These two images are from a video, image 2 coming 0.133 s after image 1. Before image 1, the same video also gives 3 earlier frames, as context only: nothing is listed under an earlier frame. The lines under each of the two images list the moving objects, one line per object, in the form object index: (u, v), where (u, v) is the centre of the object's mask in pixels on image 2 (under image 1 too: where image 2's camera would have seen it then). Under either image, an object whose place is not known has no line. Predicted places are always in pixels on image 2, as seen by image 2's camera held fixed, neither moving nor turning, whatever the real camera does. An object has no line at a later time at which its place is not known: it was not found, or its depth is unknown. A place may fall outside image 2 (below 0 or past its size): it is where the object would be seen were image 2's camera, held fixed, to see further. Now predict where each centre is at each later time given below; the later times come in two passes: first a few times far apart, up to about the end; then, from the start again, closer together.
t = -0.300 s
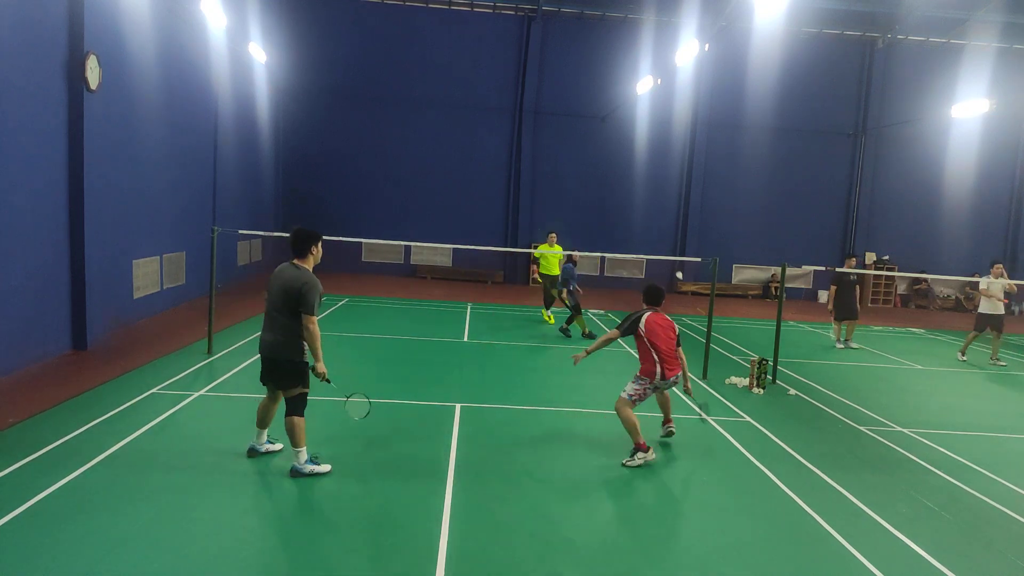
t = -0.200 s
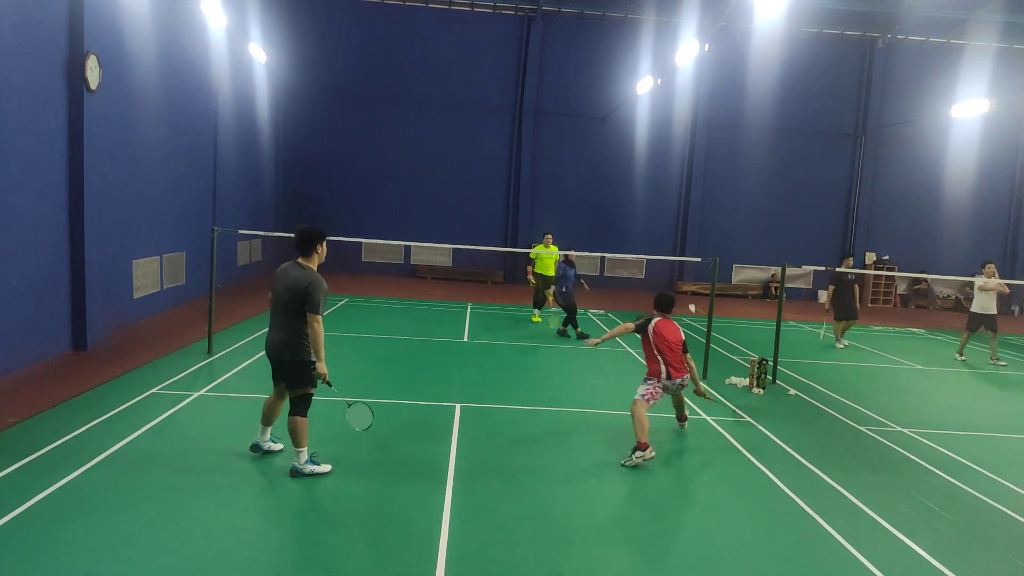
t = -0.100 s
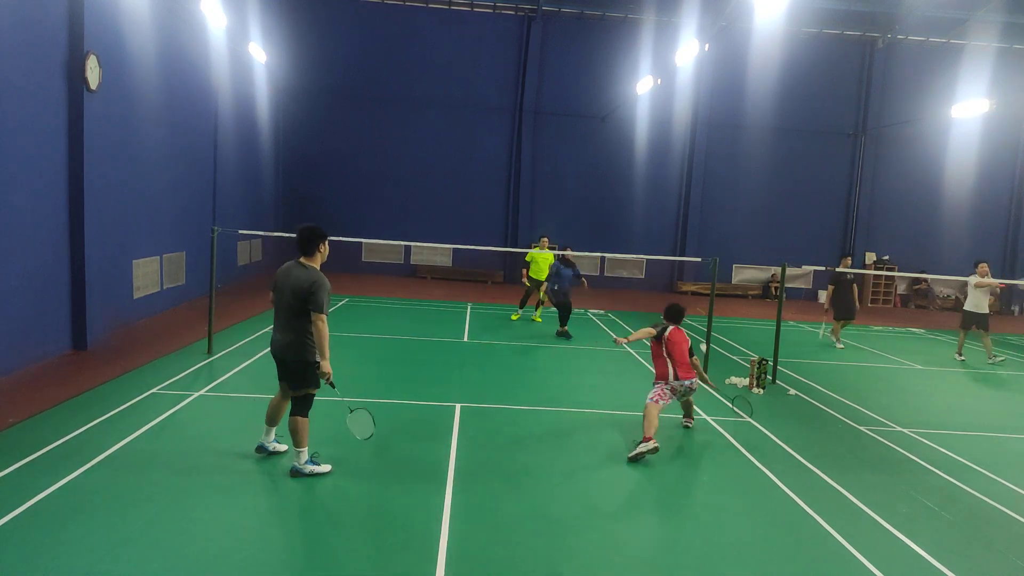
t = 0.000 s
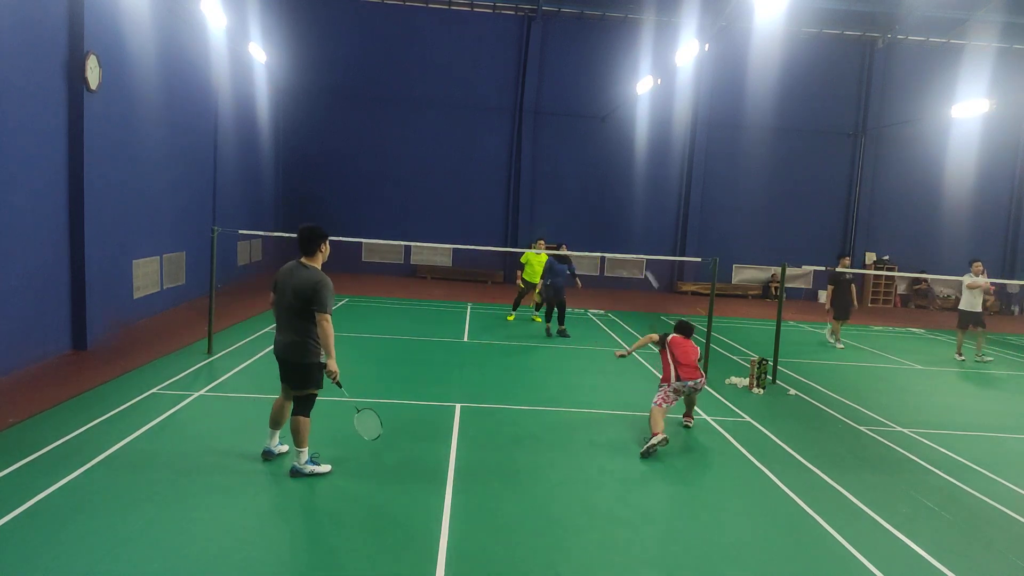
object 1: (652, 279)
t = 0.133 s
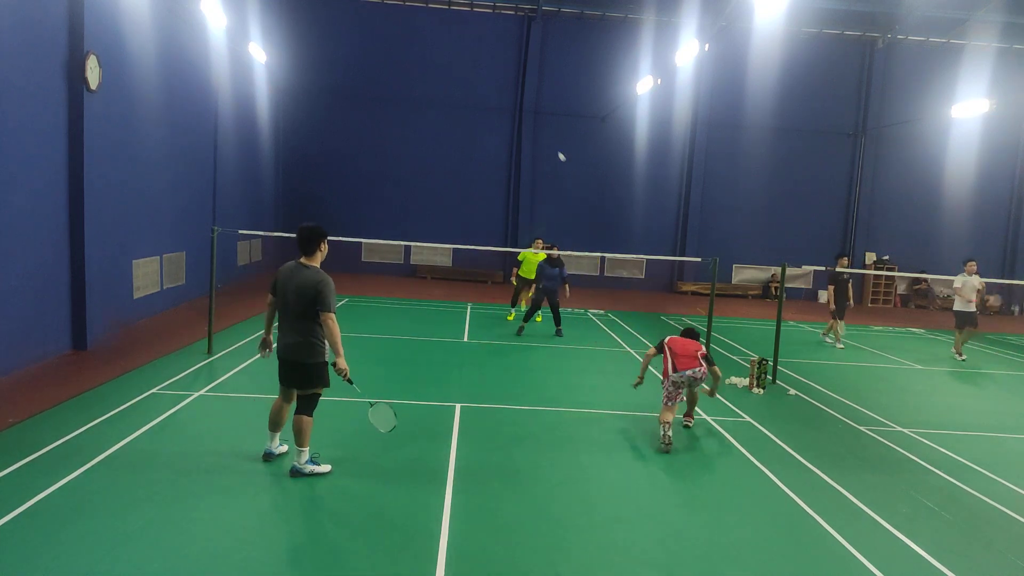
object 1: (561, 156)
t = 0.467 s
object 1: (476, 72)
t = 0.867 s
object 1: (429, 91)
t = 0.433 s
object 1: (482, 74)
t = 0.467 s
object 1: (476, 72)
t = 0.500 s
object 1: (471, 70)
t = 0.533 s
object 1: (466, 69)
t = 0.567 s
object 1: (461, 69)
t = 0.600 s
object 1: (457, 69)
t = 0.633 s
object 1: (453, 70)
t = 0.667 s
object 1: (449, 72)
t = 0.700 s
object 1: (445, 74)
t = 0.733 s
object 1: (442, 76)
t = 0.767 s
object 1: (439, 79)
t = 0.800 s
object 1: (435, 83)
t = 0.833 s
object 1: (432, 87)
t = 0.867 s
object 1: (429, 91)
